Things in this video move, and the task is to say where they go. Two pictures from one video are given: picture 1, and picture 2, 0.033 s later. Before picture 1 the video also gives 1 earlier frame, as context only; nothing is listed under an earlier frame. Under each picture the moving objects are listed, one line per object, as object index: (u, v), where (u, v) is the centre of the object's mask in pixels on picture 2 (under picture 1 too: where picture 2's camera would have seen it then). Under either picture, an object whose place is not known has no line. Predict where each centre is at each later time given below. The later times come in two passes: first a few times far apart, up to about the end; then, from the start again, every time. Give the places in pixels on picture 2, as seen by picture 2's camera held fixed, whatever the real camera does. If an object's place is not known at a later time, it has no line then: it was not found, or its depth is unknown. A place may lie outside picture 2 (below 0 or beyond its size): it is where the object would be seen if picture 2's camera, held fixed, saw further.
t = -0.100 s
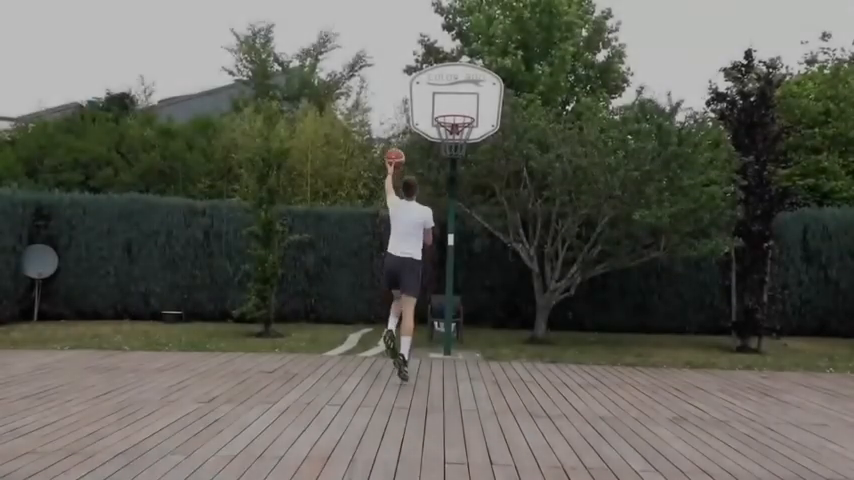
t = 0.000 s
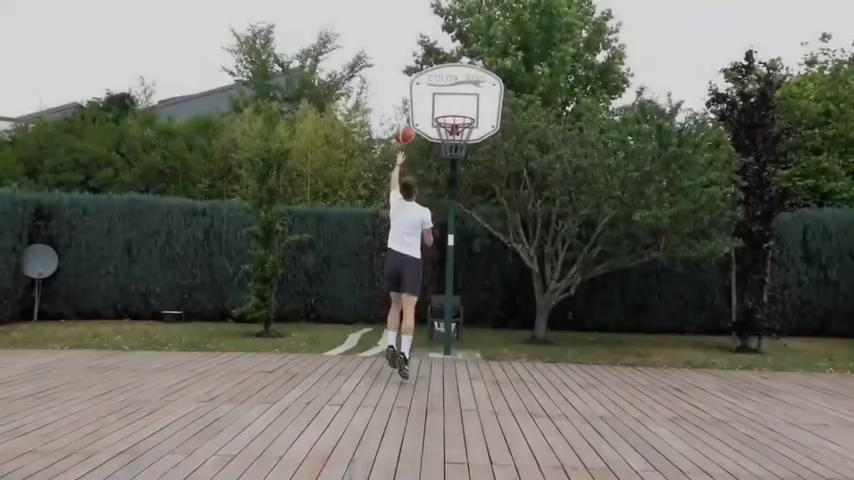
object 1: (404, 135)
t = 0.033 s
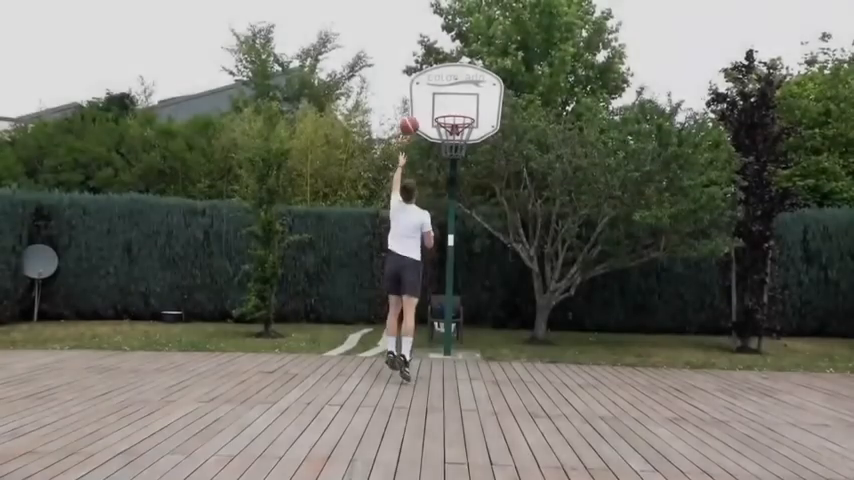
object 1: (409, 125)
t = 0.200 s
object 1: (431, 98)
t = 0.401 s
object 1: (455, 113)
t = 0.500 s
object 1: (454, 126)
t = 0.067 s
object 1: (414, 117)
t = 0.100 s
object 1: (419, 110)
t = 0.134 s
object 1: (423, 105)
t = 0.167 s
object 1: (427, 101)
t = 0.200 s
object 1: (431, 98)
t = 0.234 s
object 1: (435, 98)
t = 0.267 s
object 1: (439, 99)
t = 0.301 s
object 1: (442, 100)
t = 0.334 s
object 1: (447, 103)
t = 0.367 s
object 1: (451, 107)
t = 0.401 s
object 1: (455, 113)
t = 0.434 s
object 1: (454, 117)
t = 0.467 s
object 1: (454, 121)
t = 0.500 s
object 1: (454, 126)
